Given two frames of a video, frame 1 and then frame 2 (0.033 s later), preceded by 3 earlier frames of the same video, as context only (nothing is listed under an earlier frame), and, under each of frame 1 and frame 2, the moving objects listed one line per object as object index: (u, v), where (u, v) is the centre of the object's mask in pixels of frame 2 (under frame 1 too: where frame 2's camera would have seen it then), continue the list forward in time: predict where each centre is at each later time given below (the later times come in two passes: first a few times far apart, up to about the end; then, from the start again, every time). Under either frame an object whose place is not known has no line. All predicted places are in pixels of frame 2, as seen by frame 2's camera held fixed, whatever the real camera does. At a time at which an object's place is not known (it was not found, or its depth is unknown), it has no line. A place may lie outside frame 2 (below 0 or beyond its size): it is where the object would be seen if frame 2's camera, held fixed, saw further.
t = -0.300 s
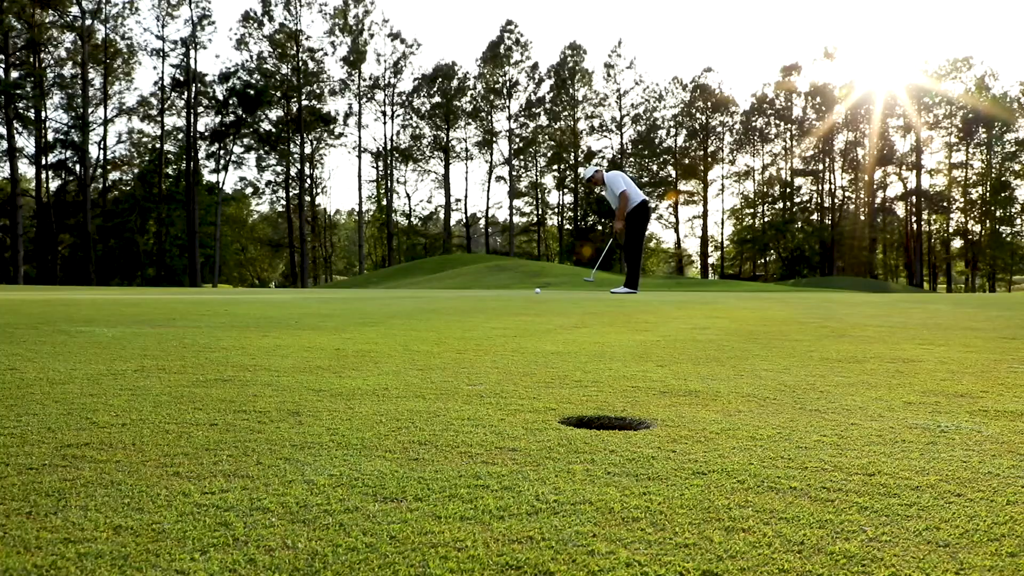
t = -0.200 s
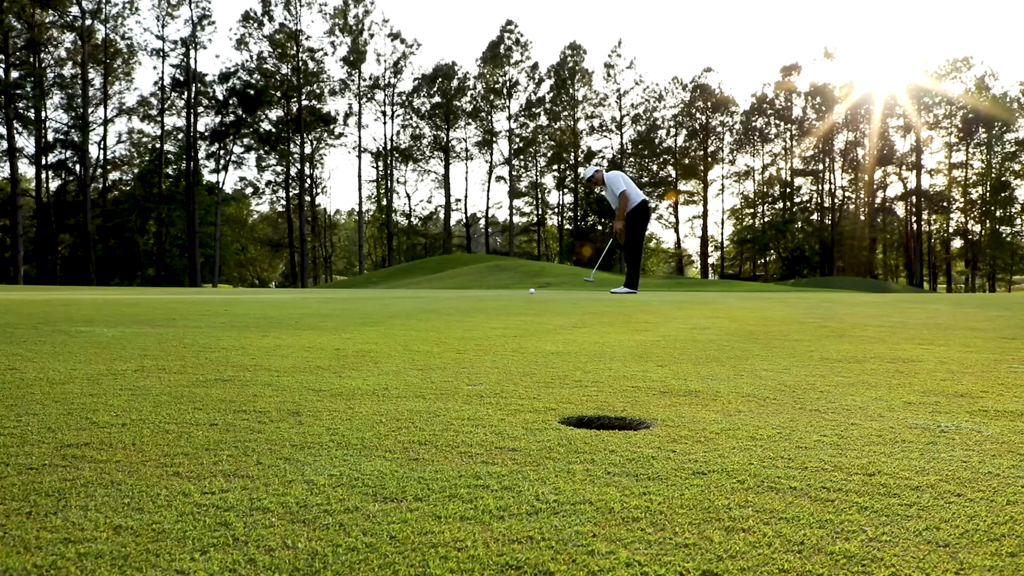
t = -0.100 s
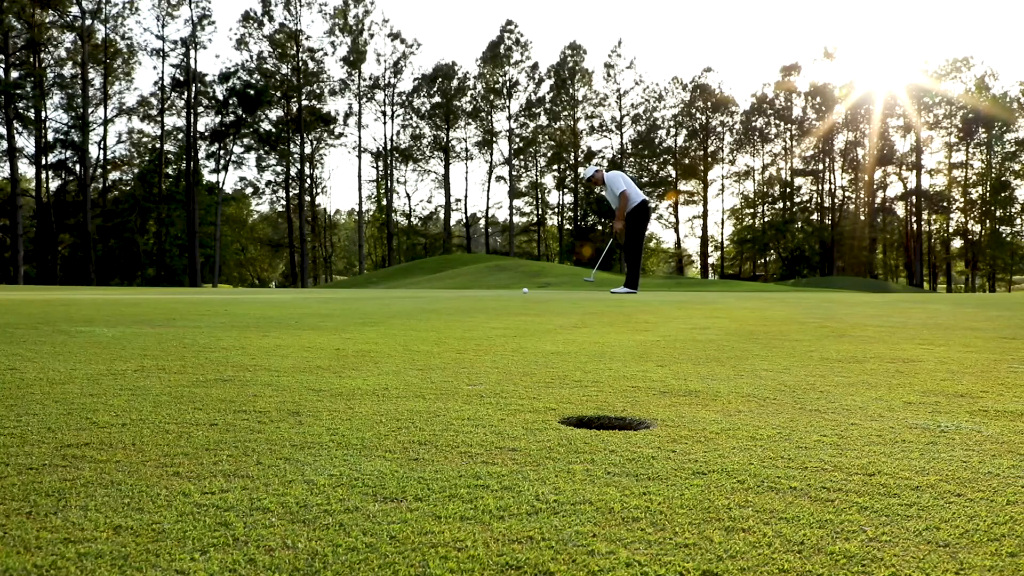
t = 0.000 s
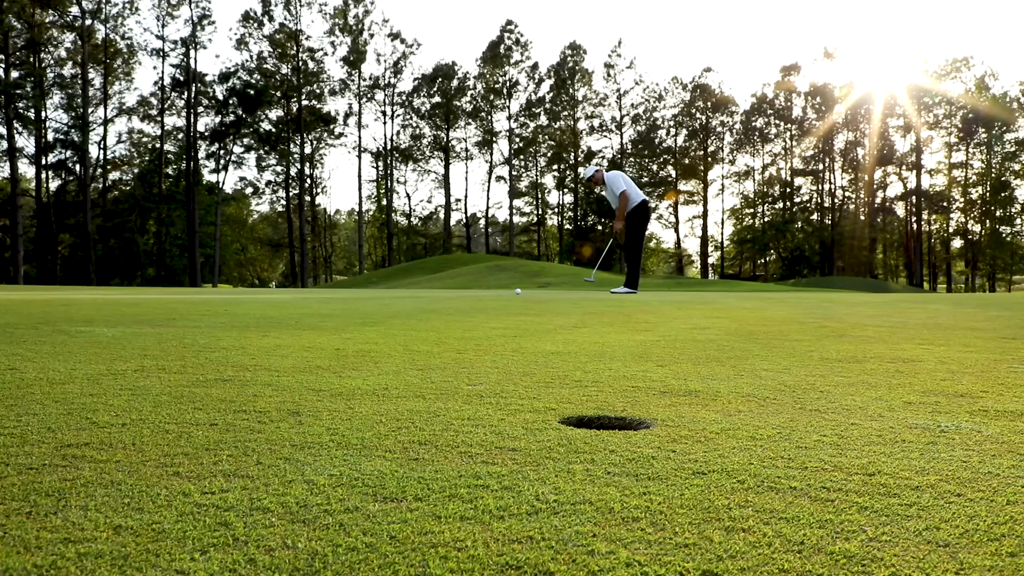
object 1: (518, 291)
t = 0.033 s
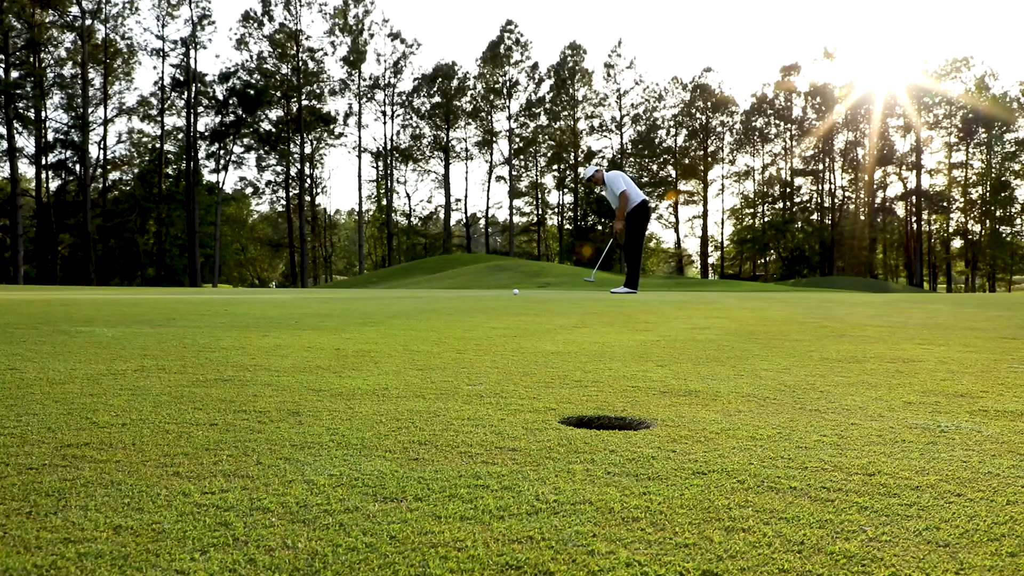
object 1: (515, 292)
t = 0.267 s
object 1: (495, 294)
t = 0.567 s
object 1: (464, 296)
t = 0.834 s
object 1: (429, 300)
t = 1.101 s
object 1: (393, 306)
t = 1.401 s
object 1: (360, 318)
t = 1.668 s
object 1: (354, 333)
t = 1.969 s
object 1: (376, 354)
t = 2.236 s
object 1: (441, 376)
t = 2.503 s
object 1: (472, 382)
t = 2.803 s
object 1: (500, 387)
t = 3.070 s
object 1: (524, 392)
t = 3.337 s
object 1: (549, 397)
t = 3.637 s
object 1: (585, 419)
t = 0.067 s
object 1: (513, 292)
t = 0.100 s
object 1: (509, 292)
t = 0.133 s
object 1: (507, 293)
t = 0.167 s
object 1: (504, 293)
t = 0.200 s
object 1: (502, 293)
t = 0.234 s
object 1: (498, 293)
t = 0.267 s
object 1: (495, 294)
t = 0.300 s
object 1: (491, 294)
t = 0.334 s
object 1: (489, 294)
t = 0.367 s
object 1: (485, 294)
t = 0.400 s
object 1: (482, 295)
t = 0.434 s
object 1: (478, 295)
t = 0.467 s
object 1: (474, 296)
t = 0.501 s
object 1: (472, 296)
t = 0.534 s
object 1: (468, 296)
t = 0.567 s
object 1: (464, 296)
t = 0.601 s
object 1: (460, 296)
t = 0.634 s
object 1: (456, 297)
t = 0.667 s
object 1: (451, 298)
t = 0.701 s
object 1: (447, 298)
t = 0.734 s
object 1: (443, 299)
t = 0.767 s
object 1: (439, 299)
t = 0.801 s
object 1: (435, 300)
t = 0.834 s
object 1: (429, 300)
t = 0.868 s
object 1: (425, 301)
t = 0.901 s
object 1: (421, 301)
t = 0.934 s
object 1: (416, 302)
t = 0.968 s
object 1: (412, 302)
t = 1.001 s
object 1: (406, 303)
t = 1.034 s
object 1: (401, 304)
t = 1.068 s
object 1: (398, 304)
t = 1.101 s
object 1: (393, 306)
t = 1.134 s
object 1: (388, 307)
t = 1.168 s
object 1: (384, 308)
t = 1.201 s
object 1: (380, 309)
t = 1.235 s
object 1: (376, 310)
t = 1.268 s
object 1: (372, 312)
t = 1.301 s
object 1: (368, 313)
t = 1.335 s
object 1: (365, 314)
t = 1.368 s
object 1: (362, 316)
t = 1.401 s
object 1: (360, 318)
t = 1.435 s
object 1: (358, 320)
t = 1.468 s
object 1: (357, 321)
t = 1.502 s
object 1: (356, 323)
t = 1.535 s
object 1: (354, 325)
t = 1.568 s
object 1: (354, 327)
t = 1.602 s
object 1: (353, 330)
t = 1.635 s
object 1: (354, 332)
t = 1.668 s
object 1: (354, 333)
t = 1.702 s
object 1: (354, 335)
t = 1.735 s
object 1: (353, 338)
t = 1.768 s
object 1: (355, 340)
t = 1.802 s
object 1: (355, 343)
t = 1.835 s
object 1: (357, 344)
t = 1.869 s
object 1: (361, 347)
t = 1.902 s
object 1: (365, 349)
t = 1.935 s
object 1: (370, 351)
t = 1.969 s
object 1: (376, 354)
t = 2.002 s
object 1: (383, 357)
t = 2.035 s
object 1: (389, 360)
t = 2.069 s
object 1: (397, 363)
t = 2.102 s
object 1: (406, 365)
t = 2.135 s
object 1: (414, 368)
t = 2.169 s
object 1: (424, 371)
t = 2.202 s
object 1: (433, 373)
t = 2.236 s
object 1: (441, 376)
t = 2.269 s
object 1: (447, 377)
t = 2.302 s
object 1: (453, 378)
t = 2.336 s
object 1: (457, 379)
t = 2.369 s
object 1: (460, 379)
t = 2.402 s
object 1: (463, 380)
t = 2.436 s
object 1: (466, 381)
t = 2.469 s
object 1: (469, 381)
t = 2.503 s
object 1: (472, 382)
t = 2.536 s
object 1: (476, 383)
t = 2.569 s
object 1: (479, 383)
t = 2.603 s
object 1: (482, 384)
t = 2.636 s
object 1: (485, 384)
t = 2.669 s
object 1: (488, 385)
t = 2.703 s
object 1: (491, 385)
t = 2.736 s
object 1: (494, 386)
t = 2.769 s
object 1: (497, 387)
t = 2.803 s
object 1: (500, 387)
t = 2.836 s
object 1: (503, 388)
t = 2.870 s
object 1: (506, 389)
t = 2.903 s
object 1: (509, 389)
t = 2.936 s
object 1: (512, 390)
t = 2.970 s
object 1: (515, 390)
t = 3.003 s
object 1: (518, 391)
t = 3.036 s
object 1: (521, 391)
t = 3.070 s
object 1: (524, 392)
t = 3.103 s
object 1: (527, 392)
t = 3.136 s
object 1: (530, 393)
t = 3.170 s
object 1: (533, 394)
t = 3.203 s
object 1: (537, 395)
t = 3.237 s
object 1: (540, 396)
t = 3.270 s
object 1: (543, 396)
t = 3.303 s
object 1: (546, 396)
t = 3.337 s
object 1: (549, 397)
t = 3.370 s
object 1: (553, 398)
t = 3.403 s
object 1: (556, 398)
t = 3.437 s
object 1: (559, 399)
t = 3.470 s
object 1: (563, 401)
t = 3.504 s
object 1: (567, 402)
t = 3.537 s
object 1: (571, 406)
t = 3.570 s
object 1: (575, 410)
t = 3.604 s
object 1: (580, 414)
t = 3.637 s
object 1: (585, 419)
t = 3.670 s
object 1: (588, 424)
